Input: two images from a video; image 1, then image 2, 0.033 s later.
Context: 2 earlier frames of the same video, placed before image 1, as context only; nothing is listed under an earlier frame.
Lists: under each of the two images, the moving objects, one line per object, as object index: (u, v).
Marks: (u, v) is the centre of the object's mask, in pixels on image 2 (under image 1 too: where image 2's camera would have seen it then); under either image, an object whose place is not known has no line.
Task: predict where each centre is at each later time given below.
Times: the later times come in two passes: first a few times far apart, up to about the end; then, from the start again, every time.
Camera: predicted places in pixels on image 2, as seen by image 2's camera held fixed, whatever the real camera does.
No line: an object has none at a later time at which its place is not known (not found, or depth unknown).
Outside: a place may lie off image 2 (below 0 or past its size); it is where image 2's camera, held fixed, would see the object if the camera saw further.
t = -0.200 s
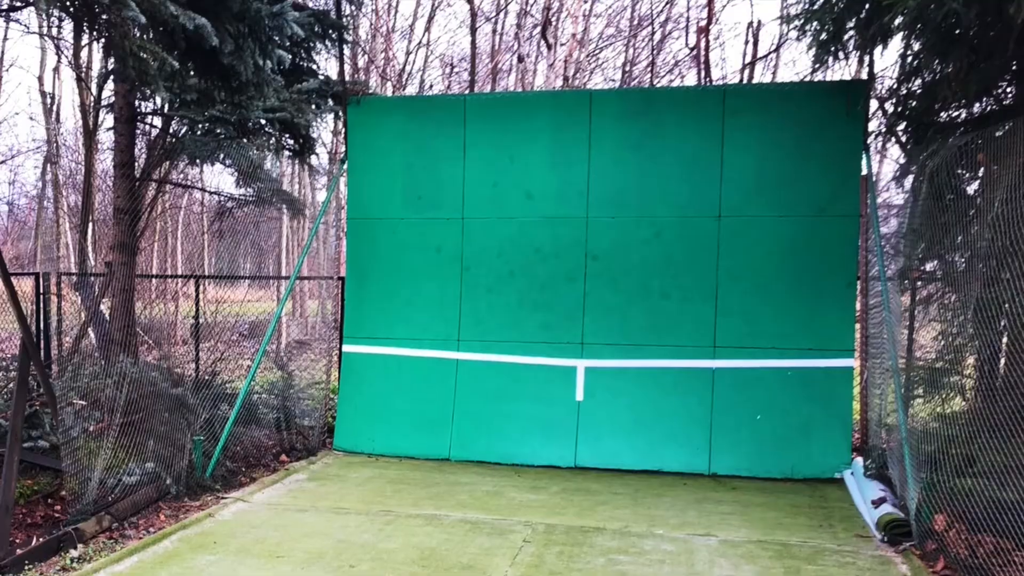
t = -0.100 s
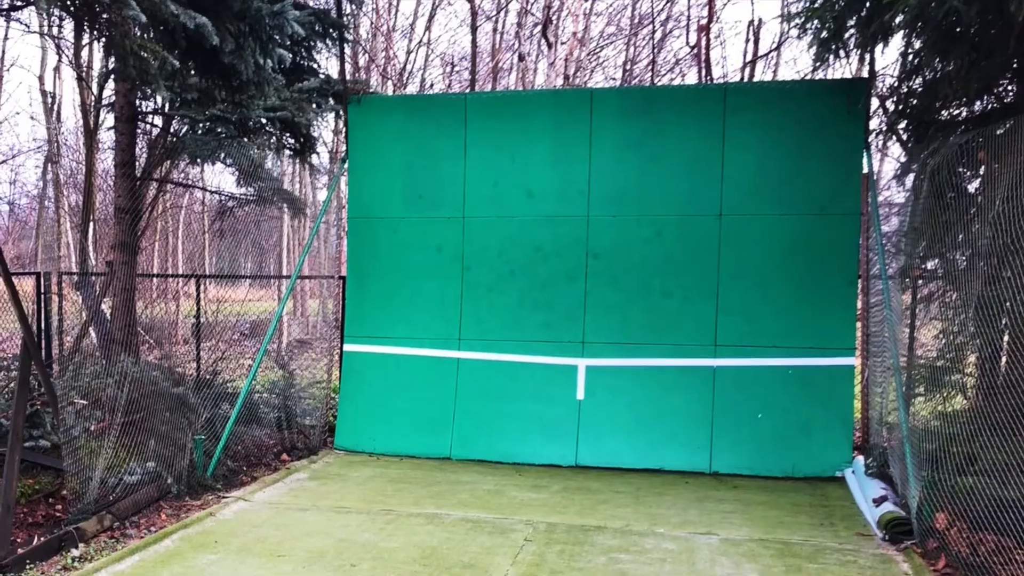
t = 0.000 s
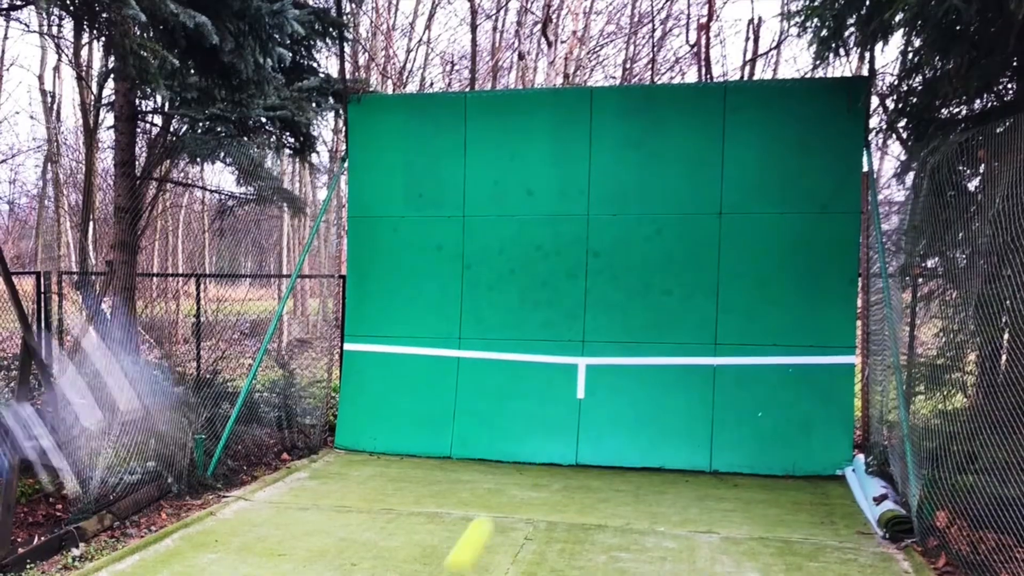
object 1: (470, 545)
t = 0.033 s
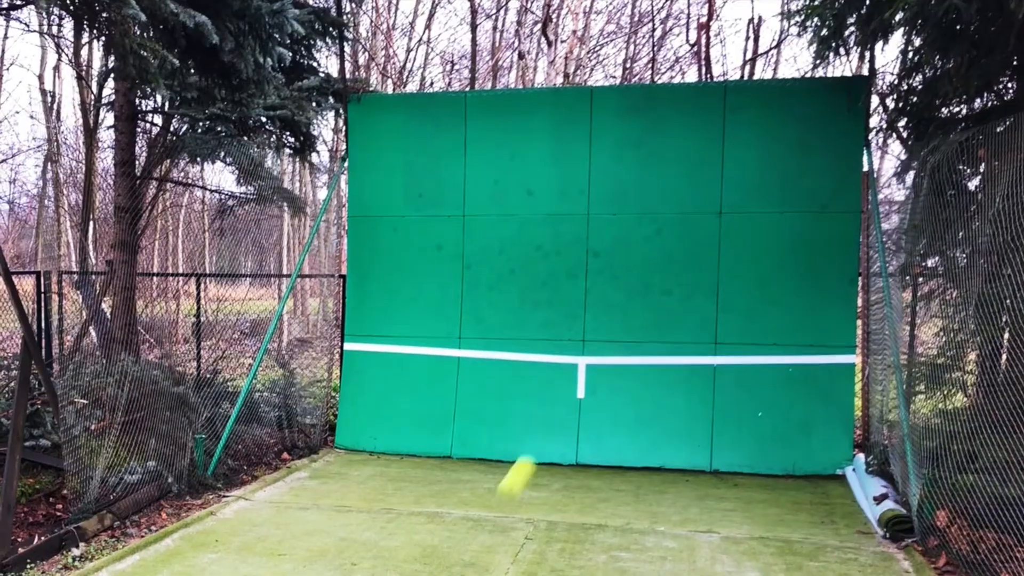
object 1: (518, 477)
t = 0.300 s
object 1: (652, 349)
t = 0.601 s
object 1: (646, 294)
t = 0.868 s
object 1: (610, 323)
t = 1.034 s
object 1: (573, 443)
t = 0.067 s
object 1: (552, 432)
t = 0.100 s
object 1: (576, 402)
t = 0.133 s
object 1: (596, 381)
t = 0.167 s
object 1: (611, 369)
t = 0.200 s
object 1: (625, 358)
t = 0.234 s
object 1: (635, 352)
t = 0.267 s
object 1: (644, 349)
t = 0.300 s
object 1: (652, 349)
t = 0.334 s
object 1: (659, 350)
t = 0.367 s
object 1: (665, 351)
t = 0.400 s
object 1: (663, 341)
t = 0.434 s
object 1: (661, 330)
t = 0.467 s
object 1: (658, 320)
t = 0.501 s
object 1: (655, 312)
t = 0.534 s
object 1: (653, 304)
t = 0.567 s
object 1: (650, 298)
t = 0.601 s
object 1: (646, 294)
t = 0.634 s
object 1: (643, 290)
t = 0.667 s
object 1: (639, 288)
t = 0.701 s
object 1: (636, 289)
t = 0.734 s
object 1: (632, 291)
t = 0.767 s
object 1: (627, 296)
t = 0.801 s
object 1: (622, 302)
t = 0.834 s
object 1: (616, 311)
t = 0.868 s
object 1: (610, 323)
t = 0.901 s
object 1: (604, 339)
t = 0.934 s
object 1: (597, 358)
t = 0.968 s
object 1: (591, 382)
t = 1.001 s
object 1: (582, 410)
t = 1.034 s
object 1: (573, 443)
